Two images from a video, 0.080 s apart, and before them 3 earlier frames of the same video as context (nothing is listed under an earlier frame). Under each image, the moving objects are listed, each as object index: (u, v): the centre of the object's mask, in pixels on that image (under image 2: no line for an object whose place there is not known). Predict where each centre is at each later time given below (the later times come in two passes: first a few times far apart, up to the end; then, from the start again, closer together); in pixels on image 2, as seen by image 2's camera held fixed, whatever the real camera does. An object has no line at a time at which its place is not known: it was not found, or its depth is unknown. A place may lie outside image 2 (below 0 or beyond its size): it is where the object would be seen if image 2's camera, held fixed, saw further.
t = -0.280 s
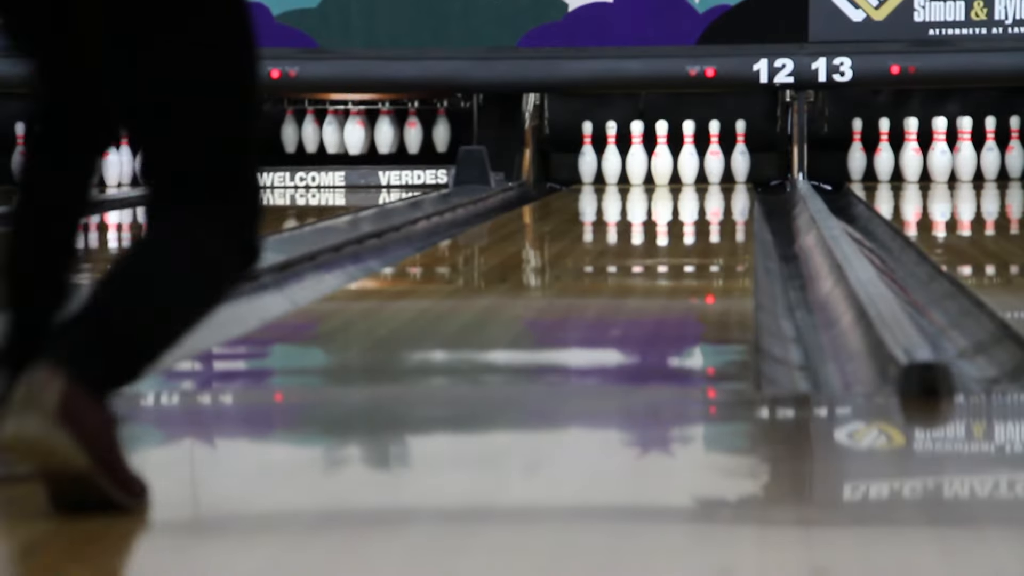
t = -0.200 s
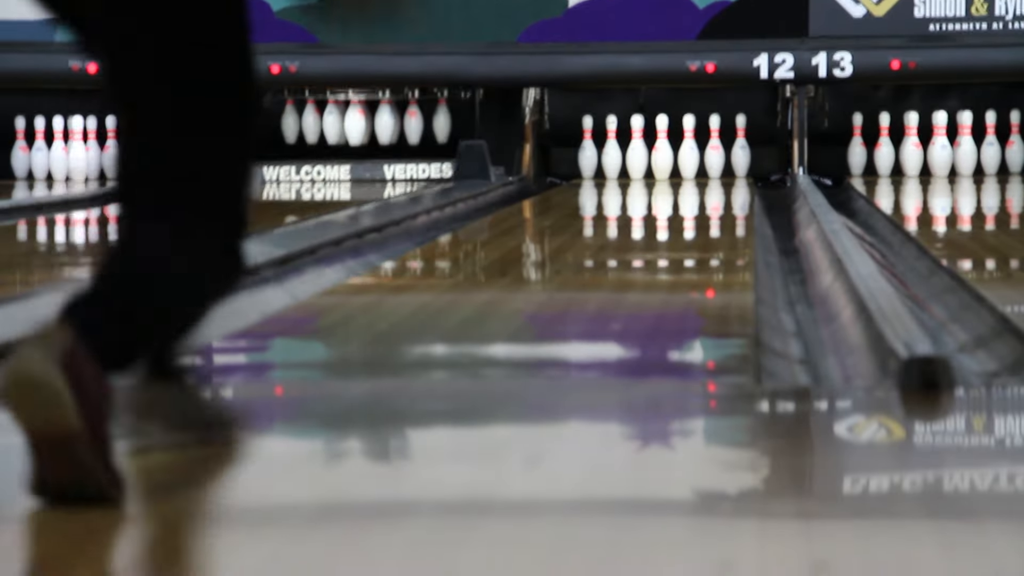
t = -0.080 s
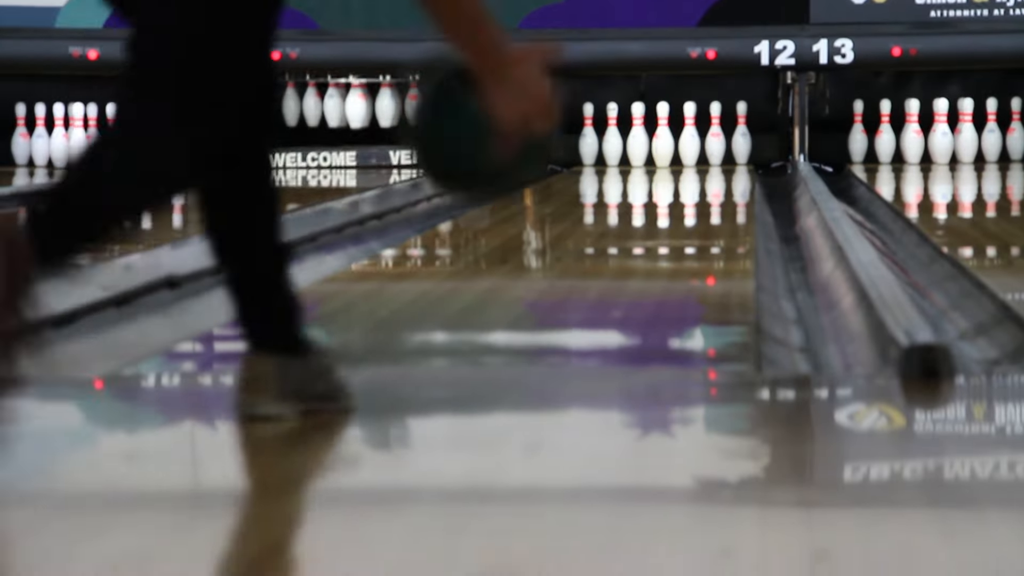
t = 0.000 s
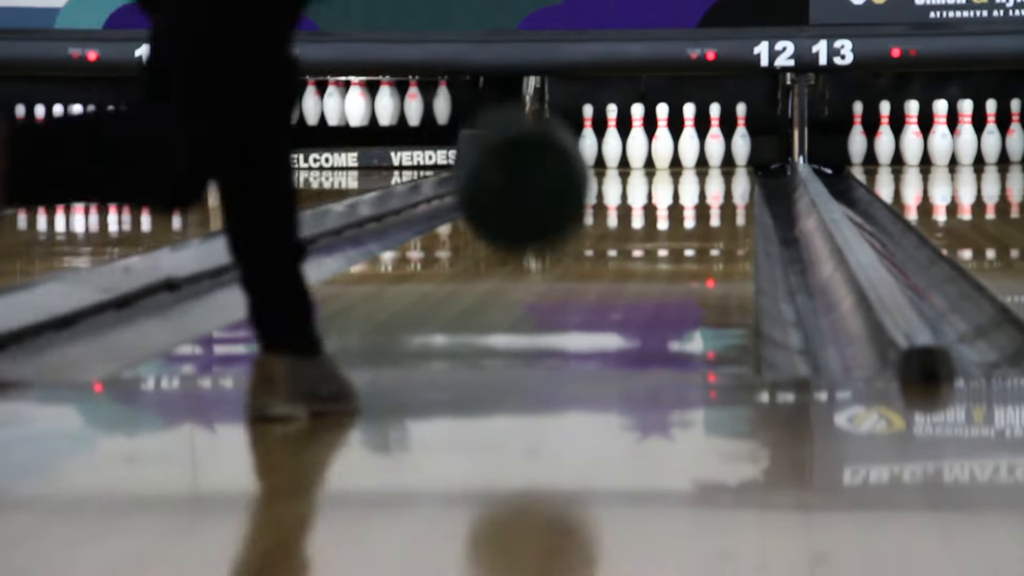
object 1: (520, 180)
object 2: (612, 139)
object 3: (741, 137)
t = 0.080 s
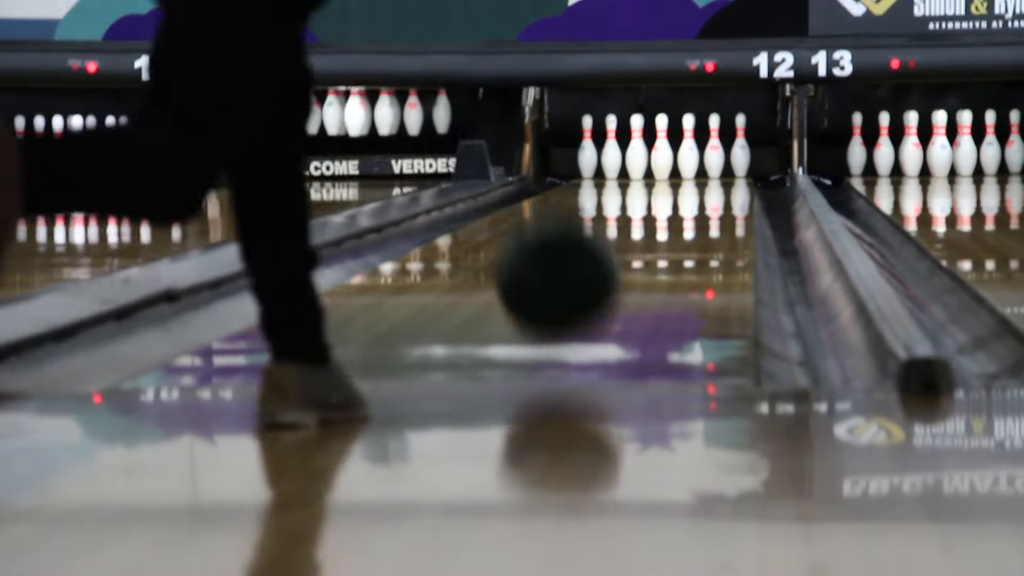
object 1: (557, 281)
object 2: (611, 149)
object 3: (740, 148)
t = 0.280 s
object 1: (617, 274)
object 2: (611, 150)
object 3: (740, 148)
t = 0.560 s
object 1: (668, 237)
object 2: (611, 149)
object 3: (740, 148)
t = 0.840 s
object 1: (700, 214)
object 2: (611, 150)
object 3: (740, 148)
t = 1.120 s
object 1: (718, 197)
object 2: (611, 149)
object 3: (740, 148)
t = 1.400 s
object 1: (729, 185)
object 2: (611, 150)
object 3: (740, 142)
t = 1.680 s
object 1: (733, 176)
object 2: (611, 150)
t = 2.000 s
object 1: (729, 169)
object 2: (611, 150)
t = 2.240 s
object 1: (720, 165)
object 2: (611, 150)
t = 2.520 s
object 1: (728, 160)
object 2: (600, 146)
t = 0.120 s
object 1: (572, 303)
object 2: (611, 150)
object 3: (740, 148)
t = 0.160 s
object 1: (584, 291)
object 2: (611, 149)
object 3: (740, 148)
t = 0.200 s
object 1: (596, 287)
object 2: (611, 149)
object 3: (740, 148)
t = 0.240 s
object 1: (606, 281)
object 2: (611, 150)
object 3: (740, 148)
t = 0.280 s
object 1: (617, 274)
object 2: (611, 150)
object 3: (740, 148)
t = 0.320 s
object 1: (626, 268)
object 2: (611, 150)
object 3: (740, 148)
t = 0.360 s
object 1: (635, 262)
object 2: (611, 150)
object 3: (740, 148)
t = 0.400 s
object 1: (642, 256)
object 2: (611, 150)
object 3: (740, 148)
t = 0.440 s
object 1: (649, 251)
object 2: (611, 149)
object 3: (740, 148)
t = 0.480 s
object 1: (656, 246)
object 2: (611, 150)
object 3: (740, 148)
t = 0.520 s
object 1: (662, 242)
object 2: (611, 149)
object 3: (740, 148)
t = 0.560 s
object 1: (668, 237)
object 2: (611, 149)
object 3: (740, 148)
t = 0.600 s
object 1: (674, 234)
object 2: (611, 150)
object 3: (740, 148)
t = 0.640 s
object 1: (679, 230)
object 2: (611, 150)
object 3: (740, 148)
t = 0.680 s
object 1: (684, 227)
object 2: (611, 150)
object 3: (740, 148)
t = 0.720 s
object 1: (688, 224)
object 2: (611, 149)
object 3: (740, 148)
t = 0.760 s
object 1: (693, 221)
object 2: (611, 150)
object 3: (740, 148)
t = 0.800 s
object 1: (697, 217)
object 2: (611, 150)
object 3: (740, 148)
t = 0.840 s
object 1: (700, 214)
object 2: (611, 150)
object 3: (740, 148)
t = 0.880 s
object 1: (703, 211)
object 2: (611, 150)
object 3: (740, 148)
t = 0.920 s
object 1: (706, 208)
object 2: (611, 149)
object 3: (740, 148)
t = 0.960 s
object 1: (709, 205)
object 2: (611, 149)
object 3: (740, 148)
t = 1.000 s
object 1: (712, 203)
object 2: (611, 149)
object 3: (740, 148)
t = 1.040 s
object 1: (714, 201)
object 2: (611, 149)
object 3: (740, 147)
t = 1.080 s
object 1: (716, 200)
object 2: (611, 149)
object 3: (740, 147)
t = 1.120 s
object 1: (718, 197)
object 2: (611, 149)
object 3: (740, 148)
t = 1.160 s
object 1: (720, 195)
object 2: (611, 150)
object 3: (740, 147)
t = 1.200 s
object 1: (722, 193)
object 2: (611, 149)
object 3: (740, 146)
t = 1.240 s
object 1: (724, 191)
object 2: (611, 150)
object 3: (740, 145)
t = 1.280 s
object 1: (725, 189)
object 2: (611, 150)
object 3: (741, 144)
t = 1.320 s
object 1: (727, 187)
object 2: (611, 149)
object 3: (740, 143)
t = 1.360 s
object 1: (728, 186)
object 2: (611, 150)
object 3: (740, 142)
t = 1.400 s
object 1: (729, 185)
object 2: (611, 150)
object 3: (740, 142)
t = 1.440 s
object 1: (730, 184)
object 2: (611, 149)
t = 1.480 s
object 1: (731, 182)
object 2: (611, 150)
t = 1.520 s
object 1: (731, 181)
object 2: (611, 150)
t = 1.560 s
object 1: (732, 180)
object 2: (611, 150)
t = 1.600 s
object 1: (732, 179)
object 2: (611, 150)
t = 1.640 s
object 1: (733, 177)
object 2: (611, 149)
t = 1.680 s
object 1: (733, 176)
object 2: (611, 150)
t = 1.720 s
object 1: (733, 175)
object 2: (611, 150)
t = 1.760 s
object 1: (733, 174)
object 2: (611, 149)
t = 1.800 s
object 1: (733, 173)
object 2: (611, 150)
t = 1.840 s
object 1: (732, 172)
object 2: (611, 150)
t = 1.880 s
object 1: (732, 171)
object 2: (611, 149)
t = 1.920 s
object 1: (731, 170)
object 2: (611, 149)
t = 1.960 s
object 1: (730, 169)
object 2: (611, 150)
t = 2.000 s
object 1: (729, 169)
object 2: (611, 150)
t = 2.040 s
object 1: (728, 168)
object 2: (611, 149)
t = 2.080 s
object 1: (727, 167)
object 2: (611, 149)
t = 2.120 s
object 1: (725, 166)
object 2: (611, 150)
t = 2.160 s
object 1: (724, 166)
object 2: (611, 149)
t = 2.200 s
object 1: (722, 165)
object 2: (611, 150)
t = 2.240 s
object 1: (720, 165)
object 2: (611, 150)
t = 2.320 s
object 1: (717, 163)
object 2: (611, 149)
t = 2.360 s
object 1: (715, 162)
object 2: (611, 149)
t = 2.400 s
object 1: (713, 161)
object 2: (611, 150)
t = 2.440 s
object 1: (714, 161)
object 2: (611, 150)
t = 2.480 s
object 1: (721, 160)
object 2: (610, 150)
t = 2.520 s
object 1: (728, 160)
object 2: (600, 146)
